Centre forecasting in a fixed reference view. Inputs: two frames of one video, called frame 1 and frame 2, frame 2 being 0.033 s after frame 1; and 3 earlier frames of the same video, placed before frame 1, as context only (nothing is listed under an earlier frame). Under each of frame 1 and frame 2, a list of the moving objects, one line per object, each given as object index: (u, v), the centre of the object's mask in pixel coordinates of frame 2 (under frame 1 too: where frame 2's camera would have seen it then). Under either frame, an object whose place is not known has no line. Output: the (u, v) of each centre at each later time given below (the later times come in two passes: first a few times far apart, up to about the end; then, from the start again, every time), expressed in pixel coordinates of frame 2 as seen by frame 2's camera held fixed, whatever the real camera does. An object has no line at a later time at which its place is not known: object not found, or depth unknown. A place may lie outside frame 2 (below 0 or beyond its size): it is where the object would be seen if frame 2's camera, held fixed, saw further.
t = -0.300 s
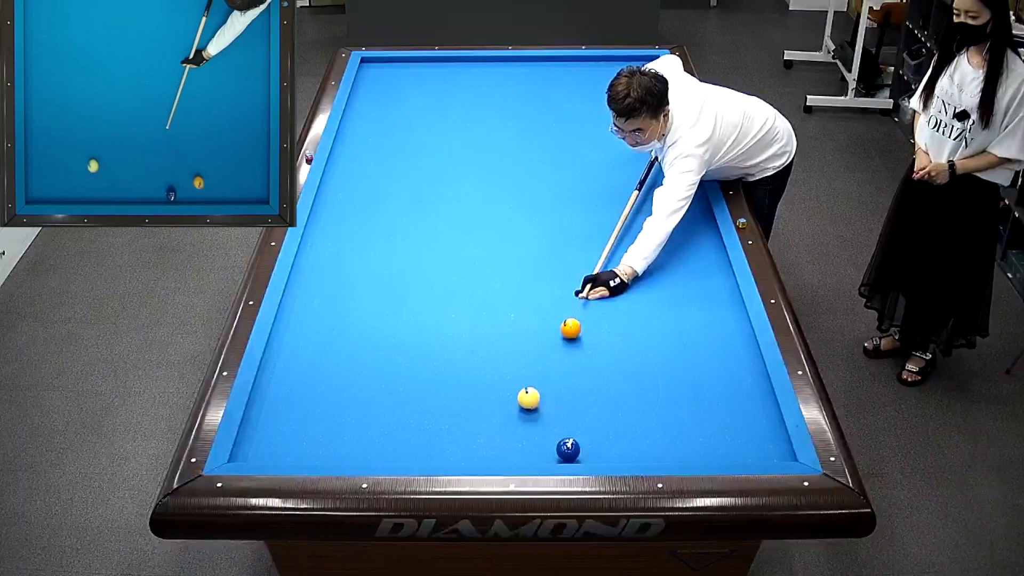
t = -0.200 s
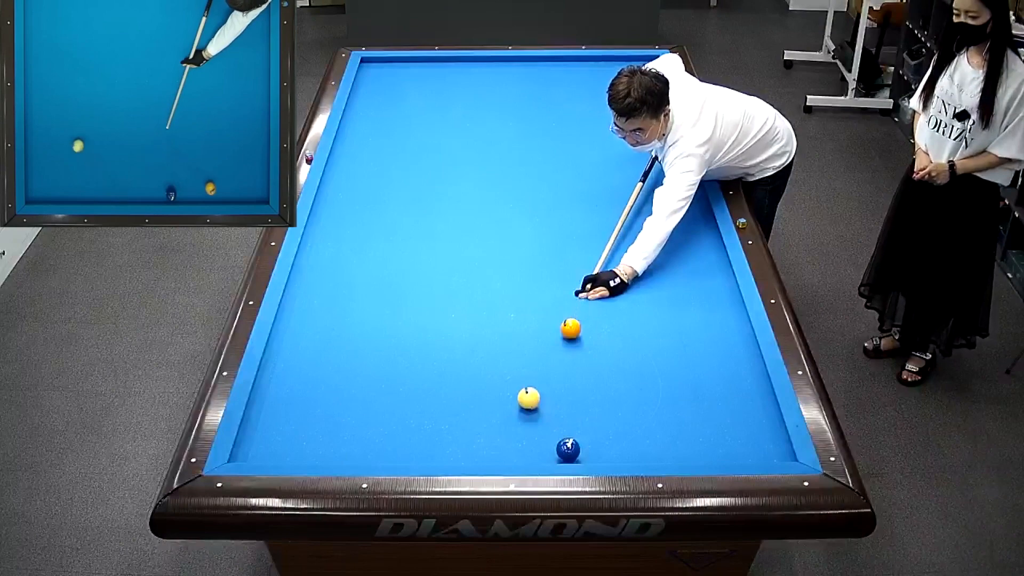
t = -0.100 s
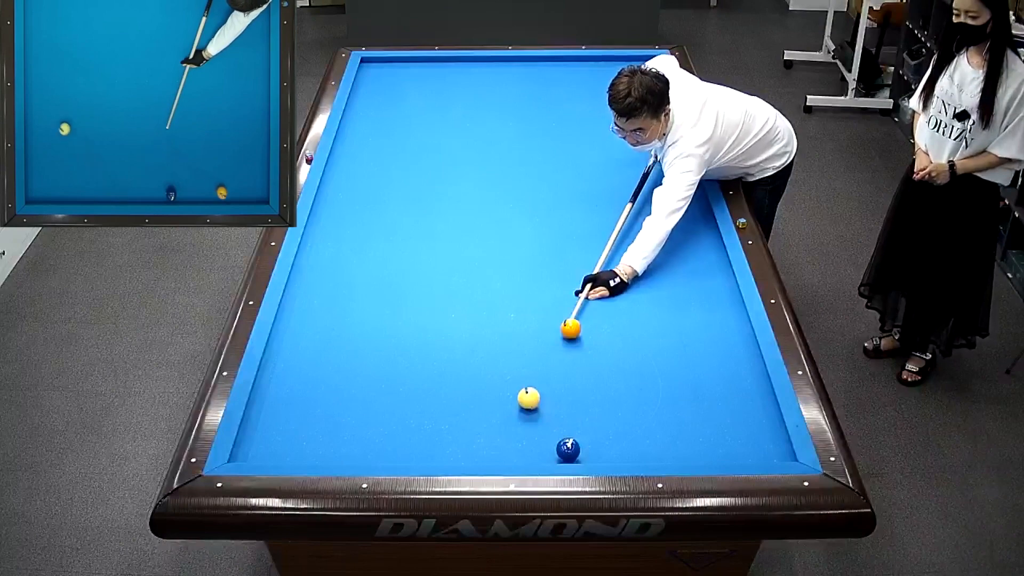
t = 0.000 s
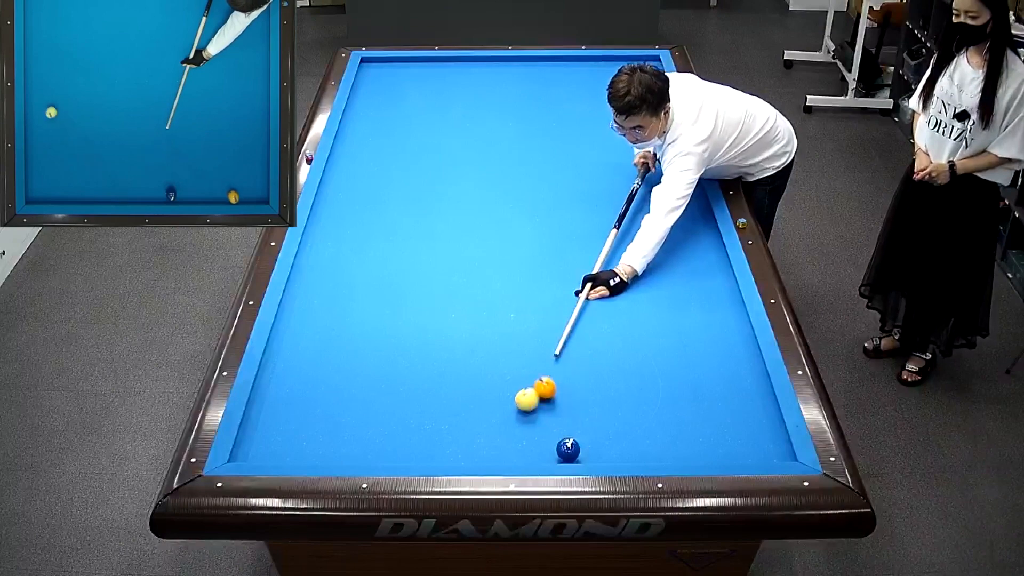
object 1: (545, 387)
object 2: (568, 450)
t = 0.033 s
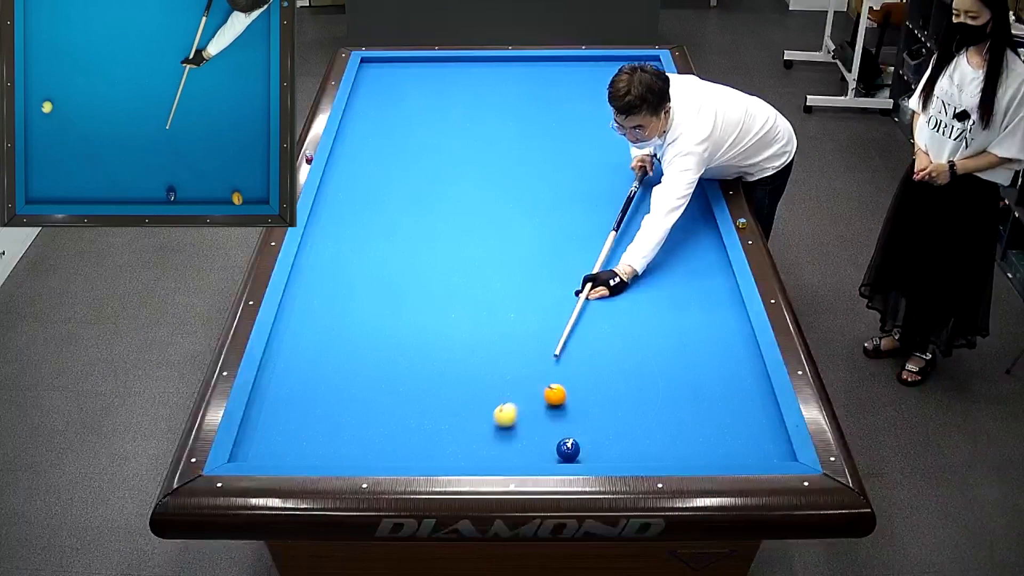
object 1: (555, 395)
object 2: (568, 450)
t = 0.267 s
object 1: (627, 431)
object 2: (568, 450)
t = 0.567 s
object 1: (712, 452)
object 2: (568, 450)
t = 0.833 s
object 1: (773, 450)
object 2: (568, 450)
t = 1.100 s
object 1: (755, 453)
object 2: (568, 450)
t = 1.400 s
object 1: (724, 453)
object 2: (568, 450)
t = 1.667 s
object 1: (696, 452)
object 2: (568, 450)
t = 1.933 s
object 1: (670, 451)
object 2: (568, 450)
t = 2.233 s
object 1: (641, 450)
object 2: (568, 450)
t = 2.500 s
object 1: (617, 448)
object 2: (568, 450)
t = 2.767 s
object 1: (594, 447)
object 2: (568, 449)
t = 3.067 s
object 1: (585, 443)
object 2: (554, 452)
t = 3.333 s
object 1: (579, 440)
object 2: (541, 453)
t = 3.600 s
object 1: (573, 436)
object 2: (529, 454)
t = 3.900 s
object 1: (568, 434)
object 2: (517, 455)
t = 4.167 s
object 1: (564, 431)
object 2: (508, 455)
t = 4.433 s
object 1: (561, 430)
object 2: (500, 454)
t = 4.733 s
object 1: (558, 428)
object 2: (492, 454)
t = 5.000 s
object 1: (557, 427)
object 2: (486, 453)
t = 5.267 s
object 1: (556, 427)
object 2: (481, 453)
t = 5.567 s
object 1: (557, 426)
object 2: (477, 453)
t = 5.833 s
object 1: (557, 426)
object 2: (474, 453)
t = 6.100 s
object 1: (557, 426)
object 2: (472, 453)
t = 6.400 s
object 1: (557, 426)
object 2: (471, 453)
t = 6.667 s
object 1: (557, 426)
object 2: (471, 453)
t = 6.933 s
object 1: (557, 426)
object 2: (471, 453)
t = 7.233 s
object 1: (556, 426)
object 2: (471, 453)
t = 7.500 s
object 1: (556, 426)
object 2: (471, 453)
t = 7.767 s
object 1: (556, 427)
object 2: (471, 453)
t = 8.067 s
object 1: (556, 426)
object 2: (471, 453)
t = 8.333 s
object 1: (556, 426)
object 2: (471, 453)
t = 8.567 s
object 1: (557, 426)
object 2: (471, 453)
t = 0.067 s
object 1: (565, 401)
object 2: (568, 450)
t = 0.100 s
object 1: (576, 407)
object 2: (568, 450)
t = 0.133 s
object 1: (587, 413)
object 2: (568, 450)
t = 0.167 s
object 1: (597, 418)
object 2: (568, 450)
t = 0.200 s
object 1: (607, 423)
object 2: (568, 450)
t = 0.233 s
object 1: (617, 428)
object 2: (568, 450)
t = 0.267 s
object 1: (627, 431)
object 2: (568, 450)
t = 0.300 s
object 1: (637, 435)
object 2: (568, 450)
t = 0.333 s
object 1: (647, 438)
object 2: (568, 450)
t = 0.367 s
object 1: (656, 441)
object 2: (568, 450)
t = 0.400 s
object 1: (665, 443)
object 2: (568, 450)
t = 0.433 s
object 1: (675, 445)
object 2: (568, 450)
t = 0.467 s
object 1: (684, 447)
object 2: (568, 450)
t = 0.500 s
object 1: (693, 449)
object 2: (568, 450)
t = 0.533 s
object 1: (703, 451)
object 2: (568, 450)
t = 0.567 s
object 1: (712, 452)
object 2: (568, 450)
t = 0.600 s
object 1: (721, 453)
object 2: (568, 450)
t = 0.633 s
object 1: (730, 454)
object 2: (568, 450)
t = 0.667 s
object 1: (737, 453)
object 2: (568, 450)
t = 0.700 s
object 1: (744, 453)
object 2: (568, 450)
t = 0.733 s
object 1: (751, 452)
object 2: (568, 450)
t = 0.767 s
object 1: (758, 451)
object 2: (568, 450)
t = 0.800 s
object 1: (765, 451)
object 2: (568, 450)
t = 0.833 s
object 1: (773, 450)
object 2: (568, 450)
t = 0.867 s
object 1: (780, 449)
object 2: (568, 450)
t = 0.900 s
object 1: (778, 449)
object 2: (568, 450)
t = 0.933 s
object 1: (773, 450)
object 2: (568, 450)
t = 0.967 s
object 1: (768, 451)
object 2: (568, 450)
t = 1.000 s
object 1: (764, 451)
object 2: (568, 450)
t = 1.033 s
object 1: (761, 452)
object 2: (568, 450)
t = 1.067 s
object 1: (758, 452)
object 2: (568, 450)
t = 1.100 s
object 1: (755, 453)
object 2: (568, 450)
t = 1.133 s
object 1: (752, 453)
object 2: (568, 450)
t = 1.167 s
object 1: (749, 454)
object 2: (568, 450)
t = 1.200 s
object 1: (746, 454)
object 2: (568, 450)
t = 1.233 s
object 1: (742, 454)
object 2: (568, 450)
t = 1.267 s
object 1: (739, 454)
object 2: (568, 450)
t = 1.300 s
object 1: (735, 454)
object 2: (568, 450)
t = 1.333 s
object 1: (731, 454)
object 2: (568, 450)
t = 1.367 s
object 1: (728, 454)
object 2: (568, 450)
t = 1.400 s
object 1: (724, 453)
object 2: (568, 450)
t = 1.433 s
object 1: (721, 453)
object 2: (568, 450)
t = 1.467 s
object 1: (717, 453)
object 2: (568, 450)
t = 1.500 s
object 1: (714, 453)
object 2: (568, 450)
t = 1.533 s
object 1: (710, 453)
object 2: (568, 450)
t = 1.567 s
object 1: (707, 453)
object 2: (568, 450)
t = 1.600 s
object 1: (703, 453)
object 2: (568, 450)
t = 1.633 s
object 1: (700, 453)
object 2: (568, 450)
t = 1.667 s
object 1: (696, 452)
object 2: (568, 450)
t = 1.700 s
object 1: (693, 452)
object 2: (568, 450)
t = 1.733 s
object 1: (690, 452)
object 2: (568, 450)
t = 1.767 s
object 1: (686, 452)
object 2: (568, 449)
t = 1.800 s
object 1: (683, 452)
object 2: (568, 449)
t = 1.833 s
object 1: (680, 452)
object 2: (568, 449)
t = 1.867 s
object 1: (676, 452)
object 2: (568, 449)
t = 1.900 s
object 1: (673, 452)
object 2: (568, 450)
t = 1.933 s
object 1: (670, 451)
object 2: (568, 450)
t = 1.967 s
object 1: (667, 451)
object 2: (568, 450)
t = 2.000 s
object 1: (663, 451)
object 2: (568, 450)
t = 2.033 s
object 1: (660, 451)
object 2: (568, 450)
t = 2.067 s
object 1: (657, 451)
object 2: (568, 450)
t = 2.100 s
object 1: (654, 450)
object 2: (568, 450)
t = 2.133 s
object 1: (651, 451)
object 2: (568, 450)
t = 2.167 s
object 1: (647, 450)
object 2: (568, 450)
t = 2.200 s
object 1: (644, 450)
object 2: (568, 450)
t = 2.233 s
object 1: (641, 450)
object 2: (568, 450)
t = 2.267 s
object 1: (638, 450)
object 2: (568, 450)
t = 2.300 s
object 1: (635, 450)
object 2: (568, 450)
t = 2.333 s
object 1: (632, 450)
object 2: (568, 450)
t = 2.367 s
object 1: (629, 449)
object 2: (568, 450)
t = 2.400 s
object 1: (626, 449)
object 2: (568, 450)
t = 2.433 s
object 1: (623, 449)
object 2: (568, 450)
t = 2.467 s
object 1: (620, 449)
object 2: (568, 450)
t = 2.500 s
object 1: (617, 448)
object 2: (568, 450)
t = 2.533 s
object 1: (614, 448)
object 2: (568, 450)
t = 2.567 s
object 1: (611, 448)
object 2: (568, 450)
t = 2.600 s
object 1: (608, 448)
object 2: (568, 450)
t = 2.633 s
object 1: (606, 448)
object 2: (568, 450)
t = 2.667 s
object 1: (603, 447)
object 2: (568, 450)
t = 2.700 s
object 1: (600, 447)
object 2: (568, 450)
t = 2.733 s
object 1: (597, 447)
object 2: (568, 450)
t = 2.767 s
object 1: (594, 447)
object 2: (568, 449)
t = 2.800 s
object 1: (592, 447)
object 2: (568, 450)
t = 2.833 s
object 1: (591, 446)
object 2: (566, 450)
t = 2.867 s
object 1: (590, 446)
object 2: (564, 450)
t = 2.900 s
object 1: (589, 445)
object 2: (563, 450)
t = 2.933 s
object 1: (588, 445)
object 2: (561, 451)
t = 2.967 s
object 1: (587, 444)
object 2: (559, 451)
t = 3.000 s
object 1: (587, 444)
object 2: (557, 451)
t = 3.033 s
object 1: (585, 444)
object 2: (556, 451)
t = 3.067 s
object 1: (585, 443)
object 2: (554, 452)
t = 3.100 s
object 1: (584, 442)
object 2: (552, 452)
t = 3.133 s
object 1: (583, 442)
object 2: (551, 452)
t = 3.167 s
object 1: (582, 441)
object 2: (549, 452)
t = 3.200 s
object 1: (582, 441)
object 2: (548, 452)
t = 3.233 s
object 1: (581, 441)
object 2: (546, 452)
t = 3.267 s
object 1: (580, 440)
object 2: (544, 453)
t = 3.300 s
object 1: (579, 440)
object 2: (543, 453)
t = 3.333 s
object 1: (579, 440)
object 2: (541, 453)
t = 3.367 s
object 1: (578, 439)
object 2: (540, 453)
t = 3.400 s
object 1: (577, 439)
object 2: (538, 453)
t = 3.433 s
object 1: (577, 438)
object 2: (537, 454)
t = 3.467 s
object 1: (576, 438)
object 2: (535, 454)
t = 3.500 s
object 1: (575, 437)
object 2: (534, 454)
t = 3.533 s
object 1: (574, 437)
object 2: (532, 454)
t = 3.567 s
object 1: (574, 437)
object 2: (531, 454)
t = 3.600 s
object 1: (573, 436)
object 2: (529, 454)
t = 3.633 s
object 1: (572, 436)
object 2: (528, 455)
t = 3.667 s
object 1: (572, 436)
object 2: (526, 455)
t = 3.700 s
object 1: (571, 435)
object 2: (525, 455)
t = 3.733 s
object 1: (570, 435)
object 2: (524, 455)
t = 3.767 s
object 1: (570, 435)
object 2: (522, 455)
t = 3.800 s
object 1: (569, 434)
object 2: (521, 455)
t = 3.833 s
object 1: (569, 434)
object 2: (520, 455)
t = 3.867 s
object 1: (568, 434)
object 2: (518, 455)
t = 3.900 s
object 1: (568, 434)
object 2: (517, 455)
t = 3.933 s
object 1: (567, 433)
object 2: (516, 455)
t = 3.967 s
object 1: (566, 433)
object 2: (514, 455)
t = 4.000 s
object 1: (566, 433)
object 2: (513, 455)
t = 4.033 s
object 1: (566, 433)
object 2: (512, 455)
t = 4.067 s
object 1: (565, 432)
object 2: (511, 455)
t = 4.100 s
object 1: (564, 432)
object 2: (510, 455)
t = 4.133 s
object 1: (564, 432)
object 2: (509, 455)
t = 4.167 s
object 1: (564, 431)
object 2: (508, 455)
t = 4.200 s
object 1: (563, 431)
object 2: (507, 455)
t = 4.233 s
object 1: (563, 431)
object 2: (506, 455)
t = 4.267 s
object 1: (562, 431)
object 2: (505, 455)
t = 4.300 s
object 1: (562, 431)
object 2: (504, 455)
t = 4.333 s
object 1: (562, 430)
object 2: (503, 455)
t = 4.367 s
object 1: (561, 430)
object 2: (502, 455)
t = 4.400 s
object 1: (561, 430)
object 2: (501, 455)
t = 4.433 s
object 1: (561, 430)
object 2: (500, 454)
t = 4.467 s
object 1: (561, 429)
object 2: (499, 454)
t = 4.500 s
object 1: (560, 429)
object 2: (498, 454)
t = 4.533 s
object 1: (560, 429)
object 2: (497, 454)
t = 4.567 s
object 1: (559, 429)
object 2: (496, 454)
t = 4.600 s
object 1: (559, 429)
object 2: (496, 454)
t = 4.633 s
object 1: (559, 429)
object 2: (495, 454)
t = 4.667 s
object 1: (559, 429)
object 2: (494, 454)
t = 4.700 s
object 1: (558, 428)
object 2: (493, 454)
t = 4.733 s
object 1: (558, 428)
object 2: (492, 454)
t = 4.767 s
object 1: (558, 428)
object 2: (491, 454)
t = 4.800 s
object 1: (558, 428)
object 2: (491, 454)
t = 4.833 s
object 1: (558, 428)
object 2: (490, 454)
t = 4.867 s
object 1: (558, 428)
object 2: (489, 454)
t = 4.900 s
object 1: (557, 428)
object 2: (488, 453)
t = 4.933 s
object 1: (557, 428)
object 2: (488, 453)
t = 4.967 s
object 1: (557, 427)
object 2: (487, 453)
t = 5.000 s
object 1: (557, 427)
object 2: (486, 453)
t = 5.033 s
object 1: (557, 427)
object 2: (486, 453)
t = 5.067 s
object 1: (557, 427)
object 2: (485, 453)
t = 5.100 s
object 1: (557, 427)
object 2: (484, 453)
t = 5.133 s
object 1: (557, 427)
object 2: (484, 453)
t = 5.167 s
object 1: (557, 427)
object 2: (483, 453)
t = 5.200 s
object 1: (557, 427)
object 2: (483, 453)
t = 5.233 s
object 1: (556, 427)
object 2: (482, 453)
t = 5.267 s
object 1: (556, 427)
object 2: (481, 453)
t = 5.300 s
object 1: (556, 427)
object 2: (481, 453)
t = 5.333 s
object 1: (556, 427)
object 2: (481, 453)
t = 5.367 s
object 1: (556, 427)
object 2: (480, 453)
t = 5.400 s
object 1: (556, 427)
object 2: (480, 453)
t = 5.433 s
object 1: (556, 426)
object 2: (479, 453)
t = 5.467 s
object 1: (556, 427)
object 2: (478, 453)
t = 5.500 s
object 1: (557, 426)
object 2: (478, 453)
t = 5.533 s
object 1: (557, 426)
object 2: (478, 453)
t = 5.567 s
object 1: (557, 426)
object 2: (477, 453)
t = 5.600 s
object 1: (557, 426)
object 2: (477, 453)
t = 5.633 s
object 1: (557, 426)
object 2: (476, 453)
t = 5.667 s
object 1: (557, 426)
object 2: (476, 453)
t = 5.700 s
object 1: (557, 426)
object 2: (476, 453)
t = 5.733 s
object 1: (557, 426)
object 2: (475, 453)
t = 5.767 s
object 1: (556, 427)
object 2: (475, 453)
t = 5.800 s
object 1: (557, 427)
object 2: (474, 453)
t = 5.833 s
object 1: (557, 426)
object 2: (474, 453)
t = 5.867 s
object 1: (556, 426)
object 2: (474, 453)
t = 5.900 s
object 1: (556, 426)
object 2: (474, 453)
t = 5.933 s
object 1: (556, 427)
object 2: (473, 453)
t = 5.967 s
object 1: (556, 427)
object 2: (473, 453)
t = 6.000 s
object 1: (557, 426)
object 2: (473, 453)
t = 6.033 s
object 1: (557, 426)
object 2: (473, 453)
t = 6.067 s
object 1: (556, 426)
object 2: (472, 453)
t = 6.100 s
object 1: (557, 426)
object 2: (472, 453)
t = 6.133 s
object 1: (557, 426)
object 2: (472, 453)
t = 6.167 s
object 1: (556, 426)
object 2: (472, 453)
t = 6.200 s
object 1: (557, 426)
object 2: (472, 453)
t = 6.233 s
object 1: (557, 426)
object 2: (472, 453)
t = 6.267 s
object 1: (556, 426)
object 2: (472, 453)
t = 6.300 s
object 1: (557, 426)
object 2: (472, 453)
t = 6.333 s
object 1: (557, 426)
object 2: (472, 453)
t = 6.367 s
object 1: (557, 426)
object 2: (471, 453)
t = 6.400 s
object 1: (557, 426)
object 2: (471, 453)
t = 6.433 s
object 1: (557, 426)
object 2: (471, 453)
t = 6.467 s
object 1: (557, 426)
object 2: (471, 453)
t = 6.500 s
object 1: (557, 426)
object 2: (471, 453)
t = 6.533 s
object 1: (556, 426)
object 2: (471, 453)
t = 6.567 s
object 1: (557, 426)
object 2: (471, 453)
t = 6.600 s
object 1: (557, 426)
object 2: (471, 453)
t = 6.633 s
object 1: (556, 426)
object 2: (471, 453)
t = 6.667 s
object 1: (557, 426)
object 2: (471, 453)
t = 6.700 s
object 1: (557, 426)
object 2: (471, 453)
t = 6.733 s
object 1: (556, 426)
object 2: (471, 453)
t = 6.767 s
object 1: (557, 426)
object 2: (471, 453)
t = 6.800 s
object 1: (556, 426)
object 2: (471, 453)
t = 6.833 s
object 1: (557, 426)
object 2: (471, 453)
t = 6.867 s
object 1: (557, 426)
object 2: (471, 453)
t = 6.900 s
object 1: (557, 426)
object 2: (471, 453)
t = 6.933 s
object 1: (557, 426)
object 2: (471, 453)
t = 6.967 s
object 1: (557, 426)
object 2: (471, 453)
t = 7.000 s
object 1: (556, 426)
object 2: (471, 453)
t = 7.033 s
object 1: (557, 426)
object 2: (471, 453)
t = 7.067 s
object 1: (557, 426)
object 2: (471, 453)
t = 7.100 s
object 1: (557, 426)
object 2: (471, 453)
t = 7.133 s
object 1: (556, 426)
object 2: (471, 453)
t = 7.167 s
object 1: (557, 426)
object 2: (471, 453)
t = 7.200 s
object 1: (556, 427)
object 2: (471, 453)
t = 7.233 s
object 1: (556, 426)
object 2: (471, 453)
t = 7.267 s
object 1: (556, 426)
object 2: (471, 453)
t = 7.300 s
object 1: (557, 426)
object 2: (471, 453)
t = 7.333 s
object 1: (556, 427)
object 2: (471, 453)
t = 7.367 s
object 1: (556, 426)
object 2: (471, 453)
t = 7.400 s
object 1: (557, 426)
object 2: (471, 453)
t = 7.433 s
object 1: (557, 426)
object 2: (471, 453)
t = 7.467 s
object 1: (556, 426)
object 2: (471, 453)
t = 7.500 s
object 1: (556, 426)
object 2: (471, 453)
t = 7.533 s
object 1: (556, 426)
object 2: (471, 453)
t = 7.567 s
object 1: (556, 426)
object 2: (471, 453)
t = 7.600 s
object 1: (556, 426)
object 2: (471, 453)
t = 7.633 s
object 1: (556, 426)
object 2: (471, 453)
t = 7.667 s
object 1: (556, 426)
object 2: (471, 453)
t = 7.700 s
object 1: (557, 426)
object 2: (471, 453)
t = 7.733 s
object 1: (557, 426)
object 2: (471, 453)
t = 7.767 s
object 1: (556, 427)
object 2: (471, 453)
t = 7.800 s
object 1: (556, 427)
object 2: (471, 453)
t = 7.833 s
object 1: (556, 426)
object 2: (471, 453)
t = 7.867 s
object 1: (556, 426)
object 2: (471, 453)
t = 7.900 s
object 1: (556, 426)
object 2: (471, 453)
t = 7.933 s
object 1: (556, 426)
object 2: (471, 453)
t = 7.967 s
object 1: (556, 426)
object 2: (471, 453)
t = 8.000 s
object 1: (556, 426)
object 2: (471, 453)
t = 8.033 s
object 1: (556, 426)
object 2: (471, 453)
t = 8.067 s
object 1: (556, 426)
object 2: (471, 453)
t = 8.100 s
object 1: (556, 426)
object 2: (471, 453)
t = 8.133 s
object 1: (556, 426)
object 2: (471, 453)
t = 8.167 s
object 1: (556, 426)
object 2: (471, 453)
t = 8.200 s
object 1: (557, 427)
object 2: (471, 453)
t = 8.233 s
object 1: (557, 426)
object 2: (471, 453)
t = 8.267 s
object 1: (556, 426)
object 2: (471, 453)
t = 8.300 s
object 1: (556, 426)
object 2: (471, 453)
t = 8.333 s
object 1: (556, 426)
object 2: (471, 453)
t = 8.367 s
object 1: (556, 426)
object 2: (471, 453)
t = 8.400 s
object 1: (556, 426)
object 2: (471, 453)
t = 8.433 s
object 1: (556, 426)
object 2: (471, 453)
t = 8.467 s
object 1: (556, 426)
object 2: (471, 453)
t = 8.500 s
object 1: (556, 426)
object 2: (471, 453)
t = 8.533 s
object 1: (557, 426)
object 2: (471, 453)
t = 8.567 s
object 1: (557, 426)
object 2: (471, 453)
